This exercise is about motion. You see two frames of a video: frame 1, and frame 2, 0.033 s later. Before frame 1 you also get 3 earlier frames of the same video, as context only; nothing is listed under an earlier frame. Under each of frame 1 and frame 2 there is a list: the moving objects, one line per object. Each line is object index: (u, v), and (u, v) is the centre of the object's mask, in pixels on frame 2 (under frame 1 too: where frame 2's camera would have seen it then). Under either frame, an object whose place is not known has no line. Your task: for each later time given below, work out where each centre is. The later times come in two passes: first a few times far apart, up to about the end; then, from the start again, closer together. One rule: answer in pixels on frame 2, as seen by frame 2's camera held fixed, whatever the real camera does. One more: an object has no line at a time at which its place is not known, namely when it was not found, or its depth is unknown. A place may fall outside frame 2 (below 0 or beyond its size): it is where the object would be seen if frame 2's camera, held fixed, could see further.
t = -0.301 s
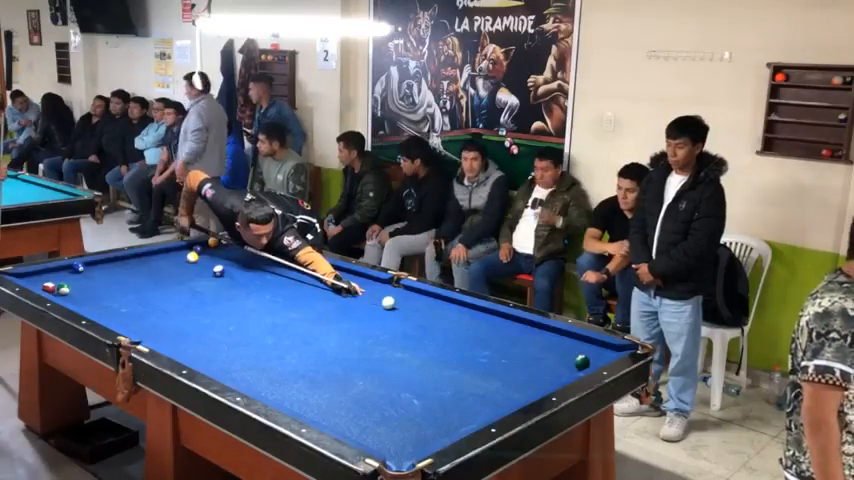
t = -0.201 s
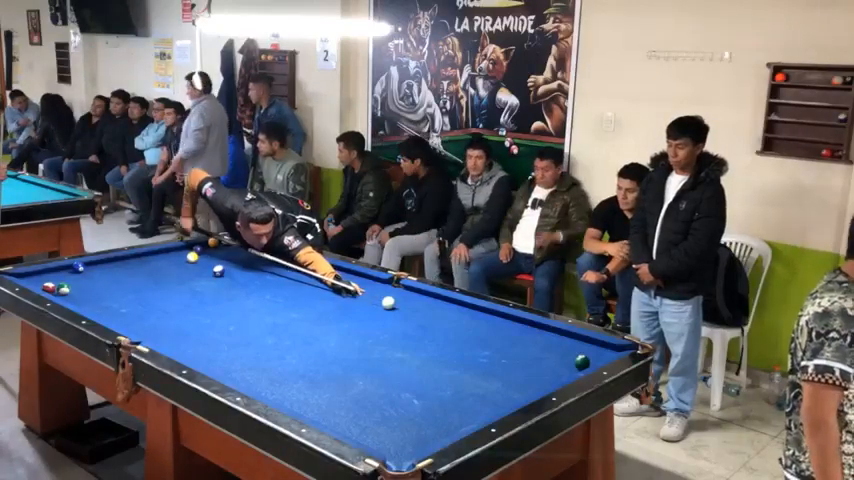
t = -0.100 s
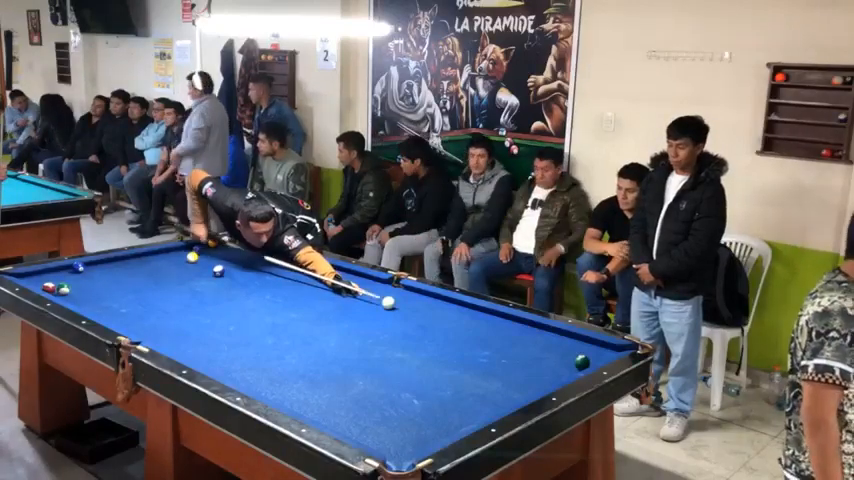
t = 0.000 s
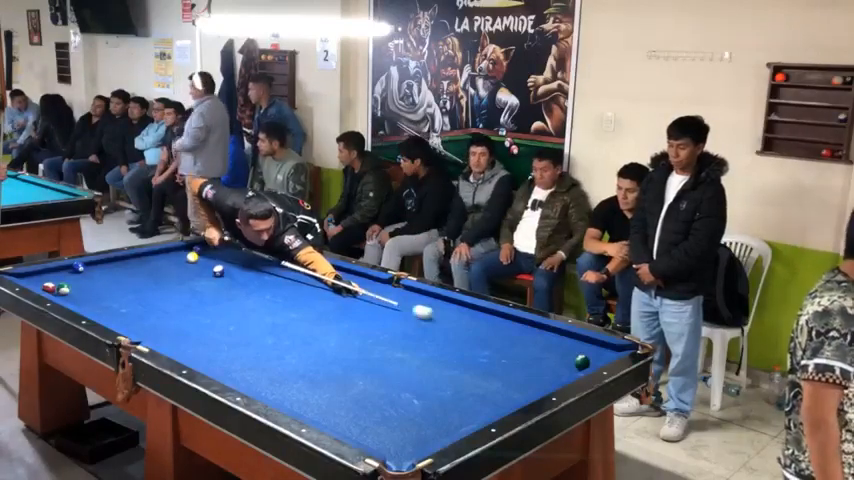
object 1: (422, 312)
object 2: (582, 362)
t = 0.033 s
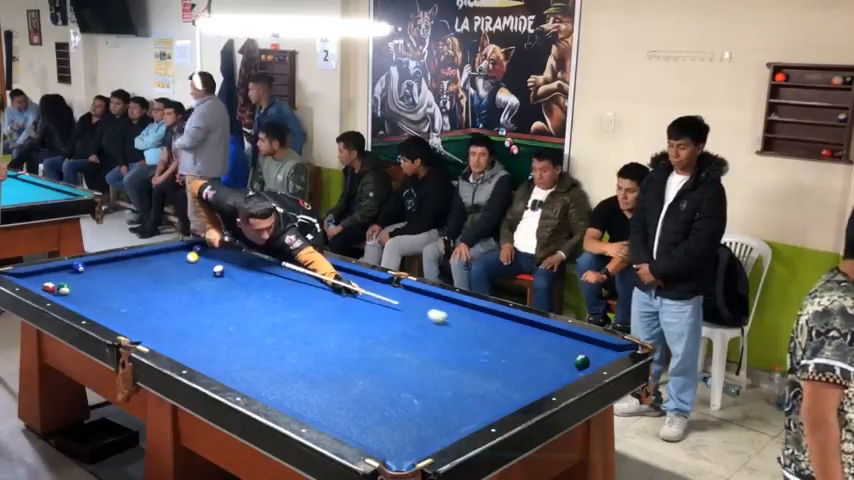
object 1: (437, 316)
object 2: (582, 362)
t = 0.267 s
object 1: (541, 346)
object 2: (582, 362)
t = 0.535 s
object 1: (595, 343)
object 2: (557, 364)
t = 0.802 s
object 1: (541, 338)
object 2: (515, 360)
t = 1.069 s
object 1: (489, 334)
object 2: (475, 355)
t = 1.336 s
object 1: (439, 330)
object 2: (437, 351)
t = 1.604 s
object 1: (391, 328)
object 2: (402, 348)
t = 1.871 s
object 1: (345, 324)
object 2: (368, 345)
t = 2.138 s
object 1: (300, 321)
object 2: (336, 343)
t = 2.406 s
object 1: (258, 319)
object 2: (304, 341)
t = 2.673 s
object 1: (216, 316)
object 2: (275, 338)
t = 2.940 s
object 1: (176, 313)
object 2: (247, 336)
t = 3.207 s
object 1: (139, 310)
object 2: (221, 334)
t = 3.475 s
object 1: (104, 308)
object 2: (196, 332)
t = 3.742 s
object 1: (80, 302)
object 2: (173, 330)
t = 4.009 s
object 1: (81, 298)
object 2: (151, 328)
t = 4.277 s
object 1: (82, 293)
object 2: (132, 325)
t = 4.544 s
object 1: (84, 288)
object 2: (116, 321)
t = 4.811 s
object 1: (86, 284)
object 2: (115, 319)
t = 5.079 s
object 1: (87, 280)
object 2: (115, 317)
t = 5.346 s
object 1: (89, 276)
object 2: (114, 315)
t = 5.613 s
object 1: (90, 274)
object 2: (115, 313)
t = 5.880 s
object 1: (91, 271)
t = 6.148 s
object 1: (92, 269)
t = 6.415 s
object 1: (93, 267)
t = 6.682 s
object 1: (93, 266)
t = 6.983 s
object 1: (94, 264)
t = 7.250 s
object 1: (95, 264)
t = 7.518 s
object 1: (96, 263)
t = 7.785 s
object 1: (96, 263)
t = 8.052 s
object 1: (96, 263)
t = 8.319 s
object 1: (96, 263)
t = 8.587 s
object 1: (96, 263)
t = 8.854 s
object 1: (96, 263)
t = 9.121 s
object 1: (96, 263)
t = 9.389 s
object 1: (96, 263)
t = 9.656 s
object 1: (96, 263)
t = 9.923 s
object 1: (96, 263)
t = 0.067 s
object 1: (452, 320)
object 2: (582, 362)
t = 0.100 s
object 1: (467, 325)
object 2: (582, 362)
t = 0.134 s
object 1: (481, 329)
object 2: (582, 362)
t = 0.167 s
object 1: (495, 333)
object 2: (582, 362)
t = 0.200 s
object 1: (510, 337)
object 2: (582, 362)
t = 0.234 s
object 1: (525, 342)
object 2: (582, 362)
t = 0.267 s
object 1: (541, 346)
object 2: (582, 362)
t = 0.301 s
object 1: (556, 351)
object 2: (581, 362)
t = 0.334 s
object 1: (571, 354)
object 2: (582, 362)
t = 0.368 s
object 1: (586, 355)
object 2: (585, 363)
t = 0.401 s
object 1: (597, 354)
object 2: (578, 364)
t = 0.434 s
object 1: (601, 353)
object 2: (572, 365)
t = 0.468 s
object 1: (599, 350)
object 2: (568, 365)
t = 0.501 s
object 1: (597, 347)
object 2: (562, 365)
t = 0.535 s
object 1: (595, 343)
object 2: (557, 364)
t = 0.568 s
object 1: (590, 342)
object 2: (551, 364)
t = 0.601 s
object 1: (582, 342)
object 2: (546, 363)
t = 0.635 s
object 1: (576, 341)
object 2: (540, 362)
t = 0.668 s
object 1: (568, 340)
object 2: (535, 362)
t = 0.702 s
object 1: (561, 340)
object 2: (530, 361)
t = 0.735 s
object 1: (554, 339)
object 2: (525, 361)
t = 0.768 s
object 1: (548, 339)
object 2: (520, 360)
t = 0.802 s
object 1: (541, 338)
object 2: (515, 360)
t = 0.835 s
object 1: (534, 337)
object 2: (510, 358)
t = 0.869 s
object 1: (527, 337)
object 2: (504, 358)
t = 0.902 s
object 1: (521, 336)
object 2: (499, 359)
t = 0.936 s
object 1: (514, 336)
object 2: (495, 357)
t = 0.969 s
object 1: (508, 335)
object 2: (490, 357)
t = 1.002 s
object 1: (502, 335)
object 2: (485, 356)
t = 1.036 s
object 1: (495, 335)
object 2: (480, 356)
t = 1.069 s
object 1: (489, 334)
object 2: (475, 355)
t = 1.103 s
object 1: (482, 334)
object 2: (470, 355)
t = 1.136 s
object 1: (476, 333)
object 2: (465, 355)
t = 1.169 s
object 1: (470, 333)
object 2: (461, 354)
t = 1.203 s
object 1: (463, 332)
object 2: (456, 354)
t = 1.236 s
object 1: (457, 332)
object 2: (451, 353)
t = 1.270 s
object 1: (451, 331)
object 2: (447, 353)
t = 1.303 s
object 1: (445, 331)
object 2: (442, 352)
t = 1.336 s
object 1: (439, 330)
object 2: (437, 351)
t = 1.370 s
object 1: (433, 330)
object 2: (432, 351)
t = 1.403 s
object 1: (427, 330)
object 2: (428, 351)
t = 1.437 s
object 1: (421, 329)
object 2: (424, 350)
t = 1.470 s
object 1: (415, 329)
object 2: (420, 350)
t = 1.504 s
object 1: (409, 328)
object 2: (415, 349)
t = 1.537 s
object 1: (403, 328)
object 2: (410, 349)
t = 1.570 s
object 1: (397, 327)
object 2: (406, 349)
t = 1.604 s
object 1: (391, 328)
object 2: (402, 348)
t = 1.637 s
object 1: (385, 327)
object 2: (397, 348)
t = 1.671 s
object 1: (379, 326)
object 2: (392, 347)
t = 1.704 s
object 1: (374, 326)
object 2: (389, 347)
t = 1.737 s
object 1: (368, 326)
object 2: (385, 347)
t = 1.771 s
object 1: (362, 325)
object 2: (380, 347)
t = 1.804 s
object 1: (356, 325)
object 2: (376, 346)
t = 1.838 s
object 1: (350, 325)
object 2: (372, 346)
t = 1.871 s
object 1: (345, 324)
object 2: (368, 345)
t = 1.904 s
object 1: (339, 324)
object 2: (363, 345)
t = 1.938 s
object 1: (334, 323)
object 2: (359, 345)
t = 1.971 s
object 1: (328, 323)
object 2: (355, 345)
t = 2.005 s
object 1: (322, 322)
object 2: (351, 344)
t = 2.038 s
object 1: (317, 322)
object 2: (347, 344)
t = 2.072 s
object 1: (311, 322)
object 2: (343, 344)
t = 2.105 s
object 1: (306, 321)
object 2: (339, 343)
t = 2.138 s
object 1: (300, 321)
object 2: (336, 343)
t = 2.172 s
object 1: (295, 321)
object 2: (331, 343)
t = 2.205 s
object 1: (289, 320)
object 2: (328, 342)
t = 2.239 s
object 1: (284, 320)
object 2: (323, 342)
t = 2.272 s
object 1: (279, 320)
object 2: (319, 341)
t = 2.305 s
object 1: (273, 319)
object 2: (316, 342)
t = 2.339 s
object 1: (268, 319)
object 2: (311, 341)
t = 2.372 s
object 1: (263, 319)
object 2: (308, 341)
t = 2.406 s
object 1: (258, 319)
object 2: (304, 341)
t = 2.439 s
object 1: (253, 318)
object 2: (300, 340)
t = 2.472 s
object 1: (247, 318)
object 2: (297, 340)
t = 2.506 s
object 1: (242, 317)
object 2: (293, 340)
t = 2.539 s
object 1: (236, 317)
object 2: (290, 339)
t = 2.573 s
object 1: (231, 317)
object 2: (286, 339)
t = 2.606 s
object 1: (226, 316)
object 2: (282, 339)
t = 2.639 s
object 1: (222, 316)
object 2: (279, 338)
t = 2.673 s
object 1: (216, 316)
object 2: (275, 338)
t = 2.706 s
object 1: (211, 315)
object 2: (271, 338)
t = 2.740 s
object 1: (206, 315)
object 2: (269, 337)
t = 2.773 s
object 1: (201, 315)
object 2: (264, 337)
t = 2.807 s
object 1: (196, 314)
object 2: (261, 337)
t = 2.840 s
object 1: (192, 314)
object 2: (257, 336)
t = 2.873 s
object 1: (186, 313)
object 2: (254, 336)
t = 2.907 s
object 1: (181, 313)
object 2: (250, 336)
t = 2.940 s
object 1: (176, 313)
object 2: (247, 336)
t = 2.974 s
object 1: (172, 312)
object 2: (244, 336)
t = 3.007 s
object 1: (167, 312)
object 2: (241, 335)
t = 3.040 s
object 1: (163, 312)
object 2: (237, 335)
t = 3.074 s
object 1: (158, 311)
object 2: (233, 335)
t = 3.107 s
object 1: (153, 311)
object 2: (230, 335)
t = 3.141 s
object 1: (148, 311)
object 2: (227, 334)
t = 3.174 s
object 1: (144, 310)
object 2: (224, 334)
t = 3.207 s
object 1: (139, 310)
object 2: (221, 334)
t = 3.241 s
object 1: (135, 310)
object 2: (218, 334)
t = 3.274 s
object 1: (130, 310)
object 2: (215, 333)
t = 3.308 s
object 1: (126, 309)
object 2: (211, 333)
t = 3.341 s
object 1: (121, 309)
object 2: (208, 333)
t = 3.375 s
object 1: (117, 309)
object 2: (205, 332)
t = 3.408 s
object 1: (112, 308)
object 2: (202, 332)
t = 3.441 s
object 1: (108, 308)
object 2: (199, 332)
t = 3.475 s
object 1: (104, 308)
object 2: (196, 332)
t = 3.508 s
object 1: (99, 307)
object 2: (193, 332)
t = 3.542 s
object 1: (95, 306)
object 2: (190, 331)
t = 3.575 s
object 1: (92, 305)
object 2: (187, 331)
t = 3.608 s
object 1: (87, 305)
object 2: (184, 331)
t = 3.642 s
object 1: (83, 304)
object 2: (182, 330)
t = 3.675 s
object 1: (80, 304)
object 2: (179, 330)
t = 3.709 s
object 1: (80, 303)
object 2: (176, 330)
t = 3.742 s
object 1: (80, 302)
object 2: (173, 330)
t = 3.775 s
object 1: (81, 302)
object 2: (171, 330)
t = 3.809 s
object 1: (81, 301)
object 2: (168, 329)
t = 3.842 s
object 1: (81, 301)
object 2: (165, 329)
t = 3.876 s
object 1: (81, 300)
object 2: (162, 329)
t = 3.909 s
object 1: (81, 300)
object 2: (159, 329)
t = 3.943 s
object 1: (81, 299)
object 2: (157, 328)
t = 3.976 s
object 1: (81, 298)
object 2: (154, 328)
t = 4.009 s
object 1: (81, 298)
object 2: (151, 328)
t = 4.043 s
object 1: (81, 297)
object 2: (149, 327)
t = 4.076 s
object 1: (81, 297)
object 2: (146, 328)
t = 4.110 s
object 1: (82, 296)
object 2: (144, 327)
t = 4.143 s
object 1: (82, 295)
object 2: (142, 327)
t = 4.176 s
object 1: (82, 295)
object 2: (140, 326)
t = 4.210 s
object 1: (82, 294)
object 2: (137, 326)
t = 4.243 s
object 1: (82, 293)
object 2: (135, 326)
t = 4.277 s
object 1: (82, 293)
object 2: (132, 325)
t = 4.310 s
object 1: (83, 292)
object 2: (130, 325)
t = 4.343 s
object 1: (83, 292)
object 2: (128, 325)
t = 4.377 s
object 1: (83, 291)
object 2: (126, 324)
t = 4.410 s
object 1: (84, 290)
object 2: (124, 324)
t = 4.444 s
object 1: (84, 290)
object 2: (121, 322)
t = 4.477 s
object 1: (84, 289)
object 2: (119, 322)
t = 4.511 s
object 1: (84, 289)
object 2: (117, 322)
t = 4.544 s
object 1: (84, 288)
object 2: (116, 321)
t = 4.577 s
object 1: (84, 287)
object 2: (116, 321)
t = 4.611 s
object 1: (85, 287)
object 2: (116, 320)
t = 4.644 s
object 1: (85, 286)
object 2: (116, 320)
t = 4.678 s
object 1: (85, 286)
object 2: (116, 320)
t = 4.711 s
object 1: (85, 285)
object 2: (116, 320)
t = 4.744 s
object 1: (85, 285)
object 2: (115, 319)
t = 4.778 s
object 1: (86, 284)
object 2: (115, 319)
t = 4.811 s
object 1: (86, 284)
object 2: (115, 319)
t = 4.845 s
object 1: (86, 283)
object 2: (115, 319)
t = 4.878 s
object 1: (86, 283)
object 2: (115, 319)
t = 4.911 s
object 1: (87, 282)
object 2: (115, 318)
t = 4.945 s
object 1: (87, 282)
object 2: (115, 318)
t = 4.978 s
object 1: (87, 281)
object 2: (115, 318)
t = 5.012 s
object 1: (87, 281)
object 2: (115, 317)
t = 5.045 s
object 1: (87, 280)
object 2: (115, 317)
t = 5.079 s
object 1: (87, 280)
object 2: (115, 317)
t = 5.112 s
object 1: (88, 279)
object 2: (115, 316)
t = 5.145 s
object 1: (88, 279)
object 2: (115, 316)
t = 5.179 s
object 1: (88, 278)
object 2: (115, 315)
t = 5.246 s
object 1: (88, 278)
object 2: (115, 315)
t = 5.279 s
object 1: (89, 277)
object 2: (115, 315)
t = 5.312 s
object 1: (89, 277)
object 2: (115, 315)
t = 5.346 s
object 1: (89, 276)
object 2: (114, 315)
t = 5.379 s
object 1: (89, 276)
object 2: (114, 314)
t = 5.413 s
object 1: (89, 276)
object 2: (114, 314)
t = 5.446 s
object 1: (89, 275)
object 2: (114, 314)
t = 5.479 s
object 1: (90, 275)
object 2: (114, 314)
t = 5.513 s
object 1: (90, 275)
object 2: (114, 313)
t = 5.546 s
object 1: (90, 274)
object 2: (115, 313)
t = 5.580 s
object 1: (90, 274)
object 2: (115, 313)
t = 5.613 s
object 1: (90, 274)
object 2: (115, 313)
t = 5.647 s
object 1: (90, 274)
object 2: (114, 313)
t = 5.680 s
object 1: (90, 273)
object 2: (115, 312)
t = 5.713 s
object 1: (91, 273)
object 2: (115, 312)
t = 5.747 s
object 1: (91, 272)
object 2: (115, 312)
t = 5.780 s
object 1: (91, 272)
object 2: (115, 312)
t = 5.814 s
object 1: (91, 272)
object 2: (115, 311)
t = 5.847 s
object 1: (91, 271)
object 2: (115, 311)
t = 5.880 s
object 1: (91, 271)
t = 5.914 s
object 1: (91, 271)
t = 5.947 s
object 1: (91, 271)
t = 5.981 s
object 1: (92, 270)
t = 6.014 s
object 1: (92, 270)
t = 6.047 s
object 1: (92, 270)
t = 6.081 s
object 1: (92, 269)
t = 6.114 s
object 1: (92, 269)
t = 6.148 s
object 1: (92, 269)
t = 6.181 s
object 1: (92, 269)
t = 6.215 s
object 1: (92, 268)
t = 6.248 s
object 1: (92, 268)
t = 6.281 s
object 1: (92, 268)
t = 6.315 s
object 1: (92, 267)
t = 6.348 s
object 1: (93, 267)
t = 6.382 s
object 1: (93, 267)
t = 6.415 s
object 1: (93, 267)
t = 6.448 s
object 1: (93, 267)
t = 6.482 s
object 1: (93, 267)
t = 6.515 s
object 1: (93, 266)
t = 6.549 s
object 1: (93, 266)
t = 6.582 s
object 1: (93, 266)
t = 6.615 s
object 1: (93, 266)
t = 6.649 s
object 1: (93, 266)
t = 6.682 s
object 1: (93, 266)
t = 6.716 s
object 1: (93, 265)
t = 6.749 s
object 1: (93, 265)
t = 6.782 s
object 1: (94, 265)
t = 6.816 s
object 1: (94, 265)
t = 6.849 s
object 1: (94, 265)
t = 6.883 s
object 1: (94, 265)
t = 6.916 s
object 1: (94, 264)
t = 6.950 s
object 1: (94, 264)
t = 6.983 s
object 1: (94, 264)
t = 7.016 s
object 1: (94, 264)
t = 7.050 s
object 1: (94, 264)
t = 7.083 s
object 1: (94, 264)
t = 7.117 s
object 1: (95, 264)
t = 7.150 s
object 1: (95, 264)
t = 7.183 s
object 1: (95, 264)
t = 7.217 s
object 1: (95, 264)
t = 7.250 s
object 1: (95, 264)
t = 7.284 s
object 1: (95, 264)
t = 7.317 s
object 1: (96, 264)
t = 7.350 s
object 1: (96, 263)
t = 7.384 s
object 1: (96, 263)
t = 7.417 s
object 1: (96, 263)
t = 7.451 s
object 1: (96, 263)
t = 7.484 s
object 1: (96, 263)
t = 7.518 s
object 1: (96, 263)
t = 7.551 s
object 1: (96, 263)
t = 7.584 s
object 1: (96, 263)
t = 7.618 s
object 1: (96, 263)
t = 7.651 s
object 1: (96, 263)
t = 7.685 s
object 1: (96, 263)
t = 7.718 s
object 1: (96, 263)
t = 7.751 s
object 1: (96, 263)
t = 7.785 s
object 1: (96, 263)
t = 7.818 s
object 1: (96, 263)
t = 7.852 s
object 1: (96, 263)
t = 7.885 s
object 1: (96, 263)
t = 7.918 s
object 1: (96, 263)
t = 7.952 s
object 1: (95, 263)
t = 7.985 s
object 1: (96, 263)
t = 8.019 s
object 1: (96, 263)
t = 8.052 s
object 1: (96, 263)
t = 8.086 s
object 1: (96, 263)
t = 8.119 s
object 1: (96, 263)
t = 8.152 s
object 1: (96, 263)
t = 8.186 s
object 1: (96, 263)
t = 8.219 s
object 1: (96, 263)
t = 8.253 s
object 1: (96, 263)
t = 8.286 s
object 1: (96, 263)
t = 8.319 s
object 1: (96, 263)
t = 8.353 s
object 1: (96, 263)
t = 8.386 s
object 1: (96, 263)
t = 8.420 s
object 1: (96, 263)
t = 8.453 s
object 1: (96, 263)
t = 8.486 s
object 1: (96, 263)
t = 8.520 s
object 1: (95, 263)
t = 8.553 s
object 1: (96, 263)
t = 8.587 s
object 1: (96, 263)
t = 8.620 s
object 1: (96, 263)
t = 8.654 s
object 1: (96, 263)
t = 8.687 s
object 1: (96, 263)
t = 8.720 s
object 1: (95, 263)
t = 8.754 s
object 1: (96, 263)
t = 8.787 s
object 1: (96, 263)
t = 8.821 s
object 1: (96, 263)
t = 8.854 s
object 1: (96, 263)
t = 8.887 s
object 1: (96, 263)
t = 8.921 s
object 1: (96, 263)
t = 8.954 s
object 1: (96, 263)
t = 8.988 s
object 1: (96, 263)
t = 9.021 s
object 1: (96, 263)
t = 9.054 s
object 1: (96, 263)
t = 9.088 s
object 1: (96, 263)
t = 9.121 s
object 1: (96, 263)
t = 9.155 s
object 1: (96, 263)
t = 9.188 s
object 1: (96, 263)
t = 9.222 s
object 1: (96, 263)
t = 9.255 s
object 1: (96, 263)
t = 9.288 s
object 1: (96, 263)
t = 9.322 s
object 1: (96, 263)
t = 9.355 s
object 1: (96, 263)
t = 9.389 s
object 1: (96, 263)
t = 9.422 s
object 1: (96, 263)
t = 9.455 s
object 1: (96, 263)
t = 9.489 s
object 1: (96, 263)
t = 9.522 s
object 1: (96, 263)
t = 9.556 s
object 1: (96, 263)
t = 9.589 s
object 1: (96, 263)
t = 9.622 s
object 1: (96, 263)
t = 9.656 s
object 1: (96, 263)
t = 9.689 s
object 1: (96, 263)
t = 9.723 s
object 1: (96, 263)
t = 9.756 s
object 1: (96, 263)
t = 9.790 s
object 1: (96, 263)
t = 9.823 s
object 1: (96, 263)
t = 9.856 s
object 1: (96, 263)
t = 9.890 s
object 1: (96, 263)
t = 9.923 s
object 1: (96, 263)
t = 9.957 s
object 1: (96, 263)
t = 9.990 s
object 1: (96, 263)
